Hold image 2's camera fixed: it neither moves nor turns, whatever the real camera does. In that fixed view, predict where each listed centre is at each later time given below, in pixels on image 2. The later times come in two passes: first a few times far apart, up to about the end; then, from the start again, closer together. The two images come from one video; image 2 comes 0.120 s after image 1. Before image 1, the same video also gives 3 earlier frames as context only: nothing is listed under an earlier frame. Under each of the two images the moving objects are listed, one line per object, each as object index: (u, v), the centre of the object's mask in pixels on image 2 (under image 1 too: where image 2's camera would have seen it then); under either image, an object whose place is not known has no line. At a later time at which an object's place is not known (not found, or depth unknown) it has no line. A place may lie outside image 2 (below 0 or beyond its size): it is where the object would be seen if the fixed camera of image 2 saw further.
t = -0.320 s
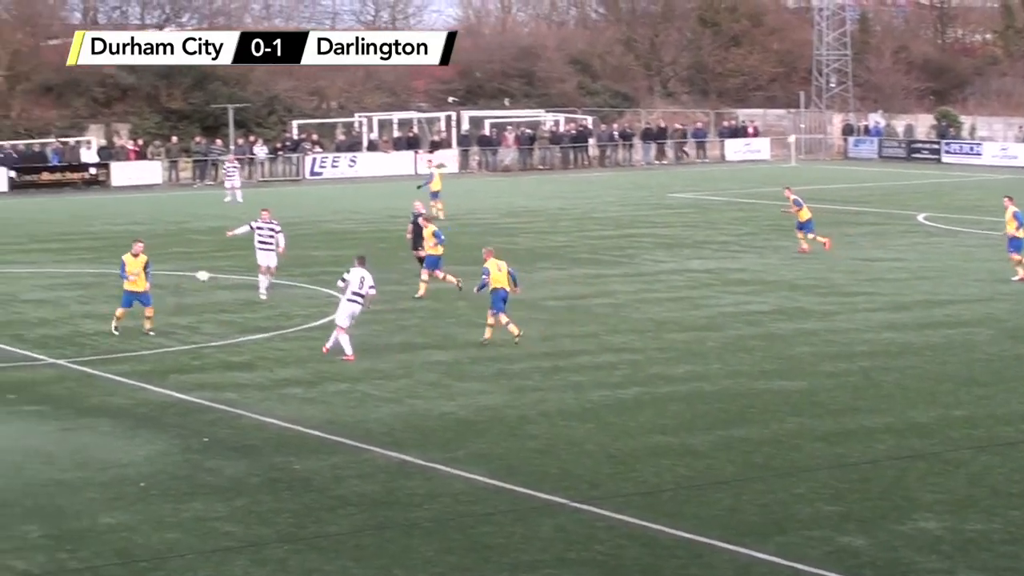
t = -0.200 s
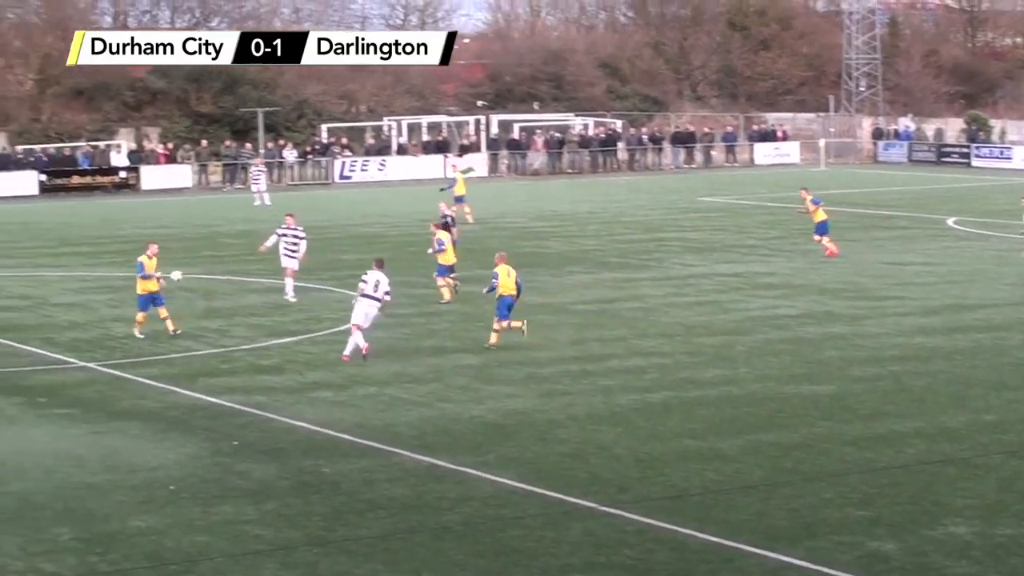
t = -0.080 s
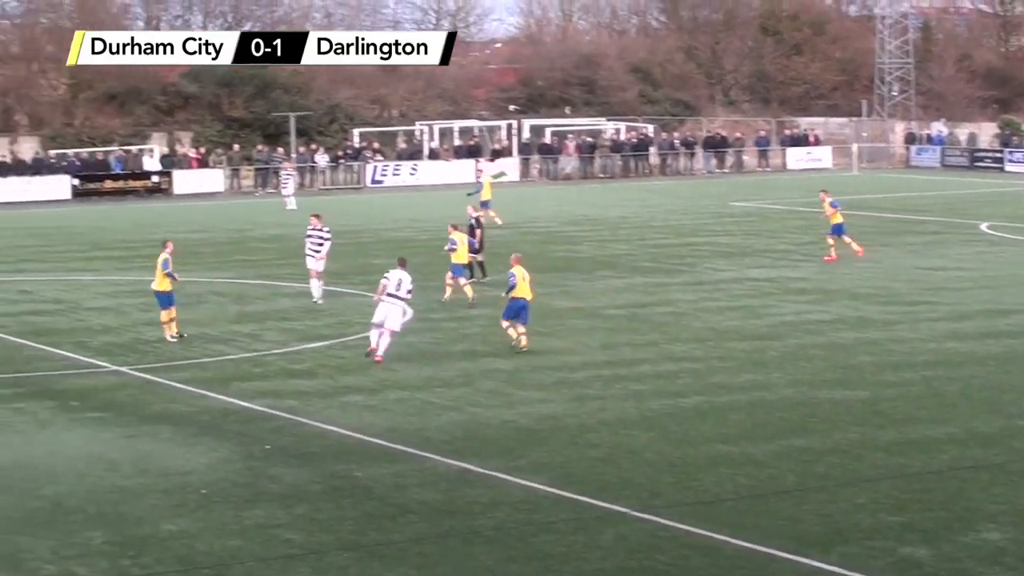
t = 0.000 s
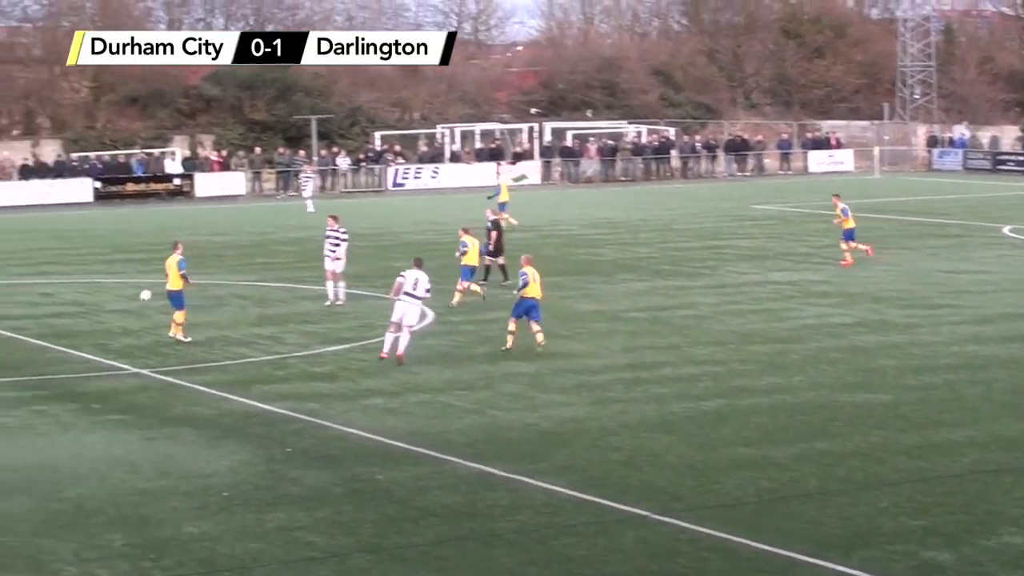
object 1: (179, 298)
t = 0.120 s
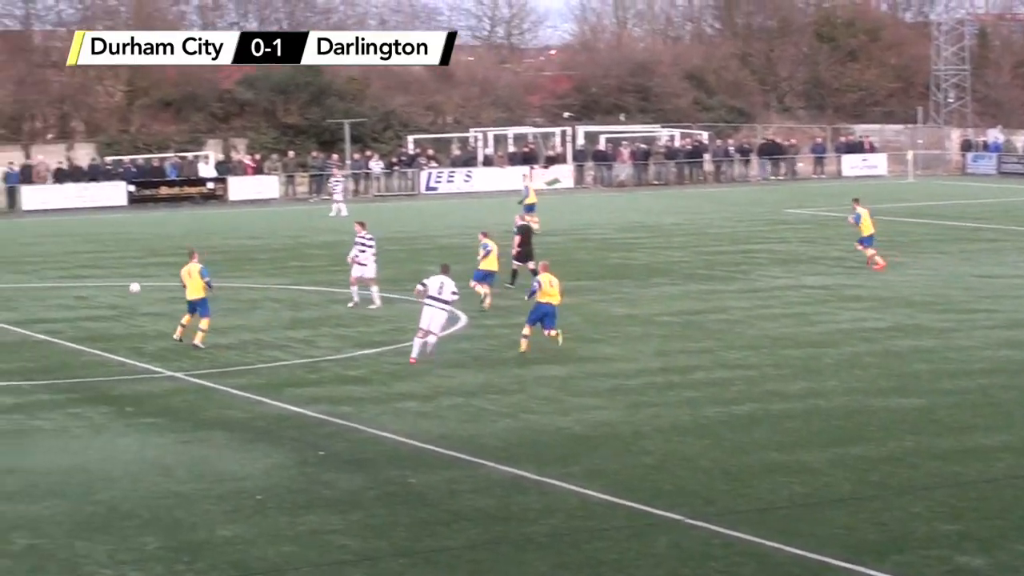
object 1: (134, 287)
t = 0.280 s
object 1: (81, 271)
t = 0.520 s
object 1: (7, 275)
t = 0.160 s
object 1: (121, 282)
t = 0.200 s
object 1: (107, 277)
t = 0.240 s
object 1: (94, 274)
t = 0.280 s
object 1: (81, 271)
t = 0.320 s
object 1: (69, 271)
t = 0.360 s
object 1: (57, 269)
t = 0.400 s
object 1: (45, 269)
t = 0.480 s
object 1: (20, 272)
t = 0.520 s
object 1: (7, 275)
